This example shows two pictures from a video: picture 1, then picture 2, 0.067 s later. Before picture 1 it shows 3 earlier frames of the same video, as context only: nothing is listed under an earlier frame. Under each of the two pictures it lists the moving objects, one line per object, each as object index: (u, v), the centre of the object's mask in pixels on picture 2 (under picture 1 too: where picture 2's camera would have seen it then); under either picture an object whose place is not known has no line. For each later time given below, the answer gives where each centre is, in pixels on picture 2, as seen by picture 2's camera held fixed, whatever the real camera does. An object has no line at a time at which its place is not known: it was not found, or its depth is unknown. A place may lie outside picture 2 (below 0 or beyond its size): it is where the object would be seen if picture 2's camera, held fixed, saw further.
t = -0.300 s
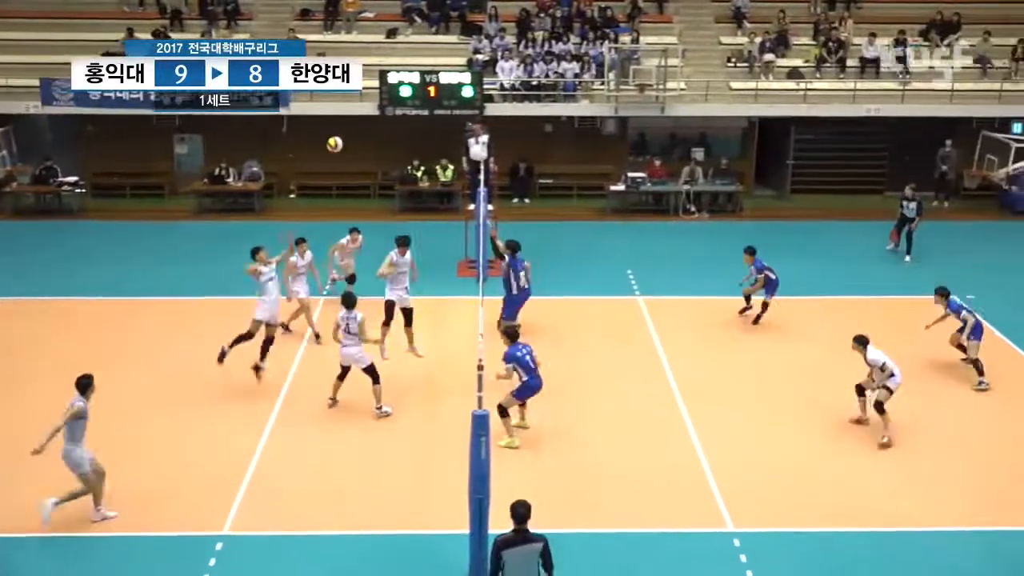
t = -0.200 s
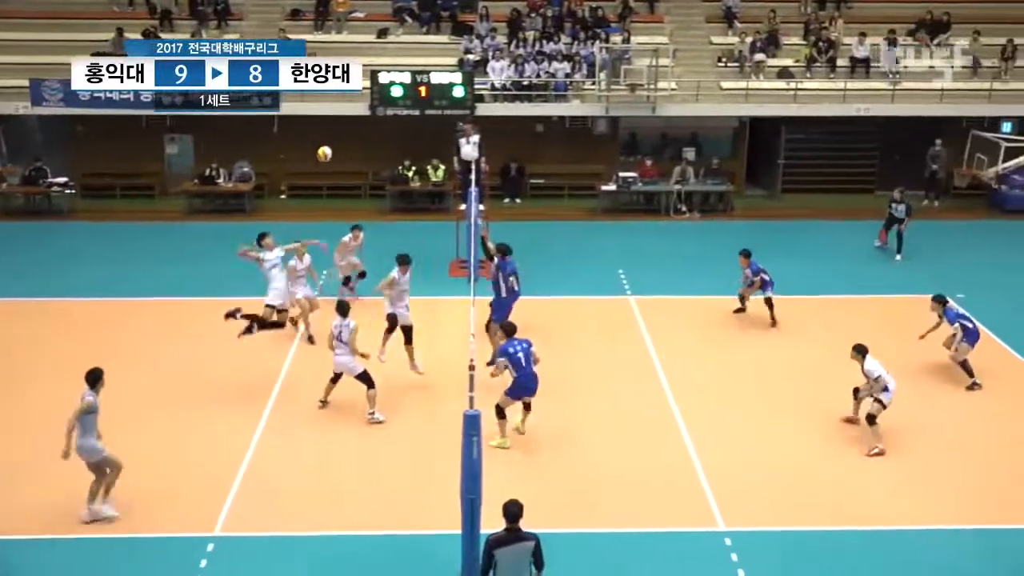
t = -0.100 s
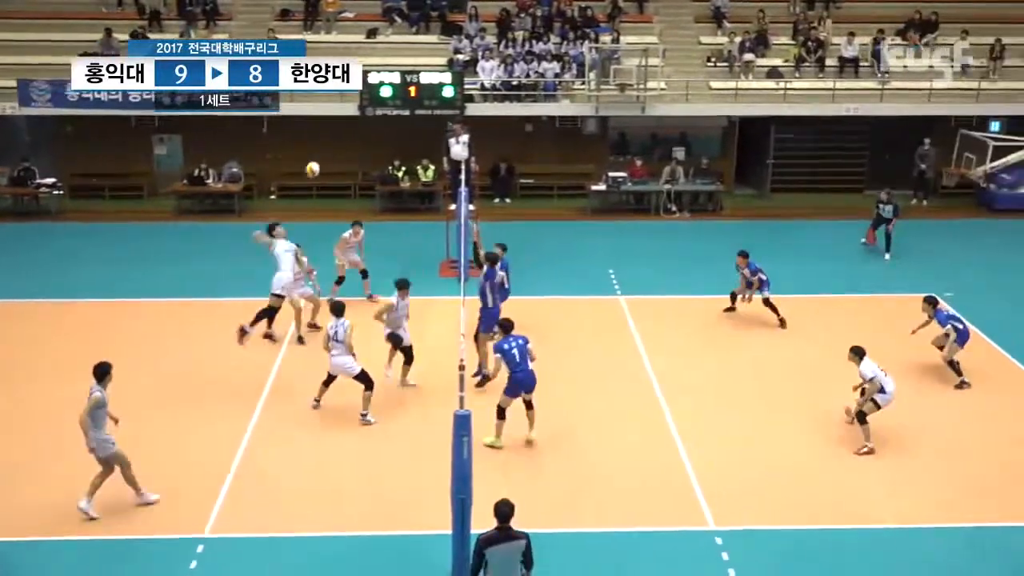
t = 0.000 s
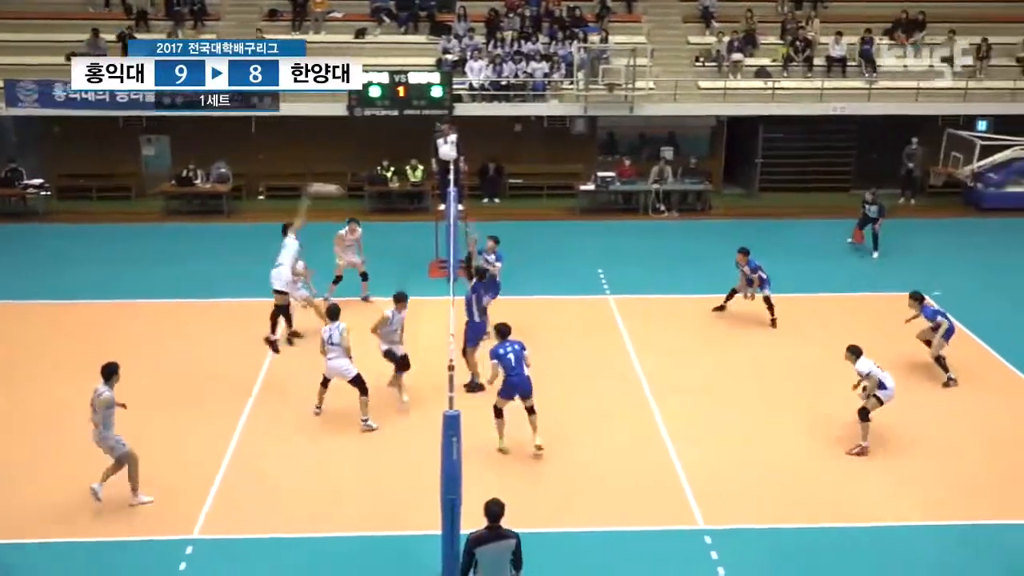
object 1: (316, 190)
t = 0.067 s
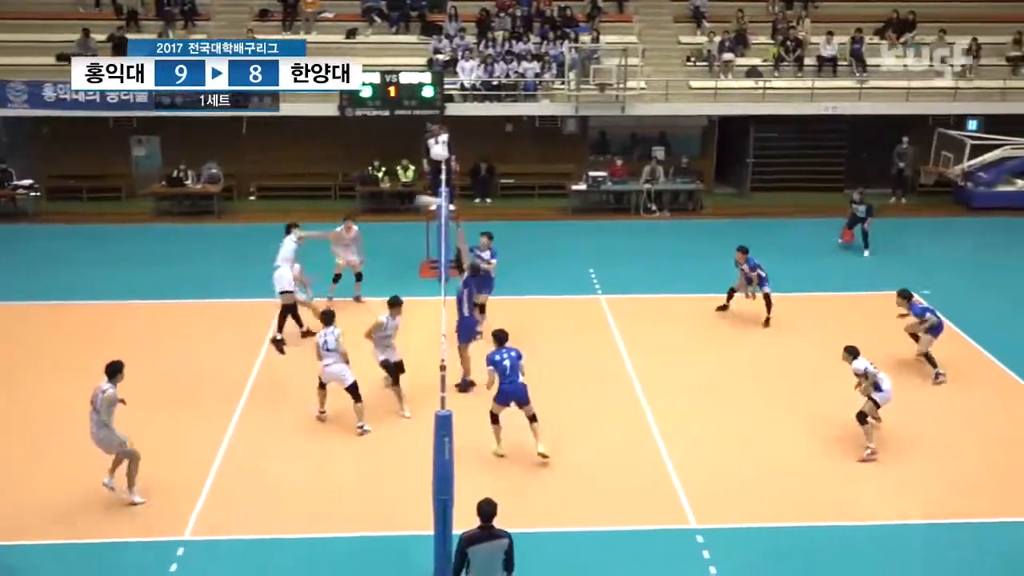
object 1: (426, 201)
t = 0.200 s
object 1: (622, 237)
